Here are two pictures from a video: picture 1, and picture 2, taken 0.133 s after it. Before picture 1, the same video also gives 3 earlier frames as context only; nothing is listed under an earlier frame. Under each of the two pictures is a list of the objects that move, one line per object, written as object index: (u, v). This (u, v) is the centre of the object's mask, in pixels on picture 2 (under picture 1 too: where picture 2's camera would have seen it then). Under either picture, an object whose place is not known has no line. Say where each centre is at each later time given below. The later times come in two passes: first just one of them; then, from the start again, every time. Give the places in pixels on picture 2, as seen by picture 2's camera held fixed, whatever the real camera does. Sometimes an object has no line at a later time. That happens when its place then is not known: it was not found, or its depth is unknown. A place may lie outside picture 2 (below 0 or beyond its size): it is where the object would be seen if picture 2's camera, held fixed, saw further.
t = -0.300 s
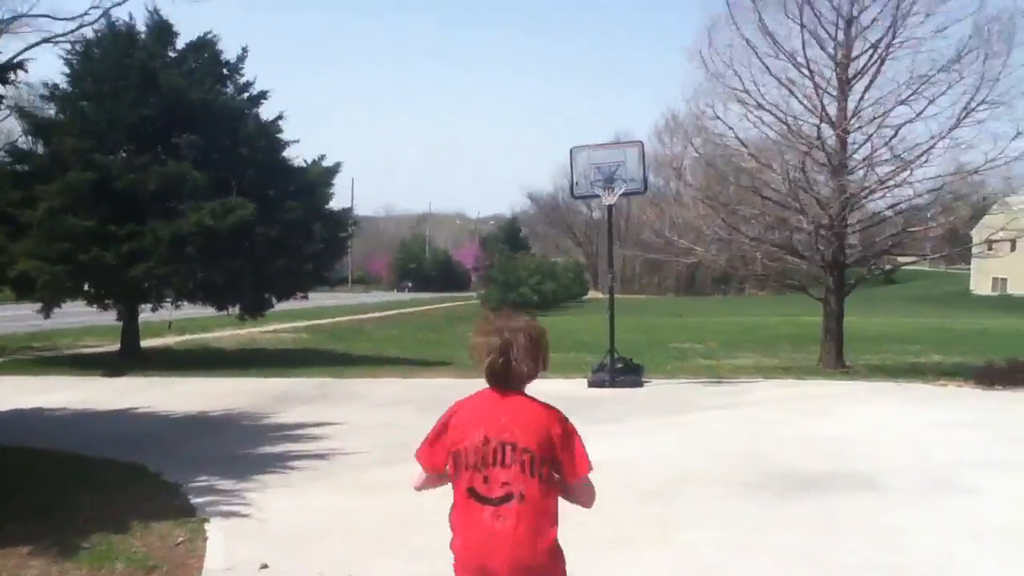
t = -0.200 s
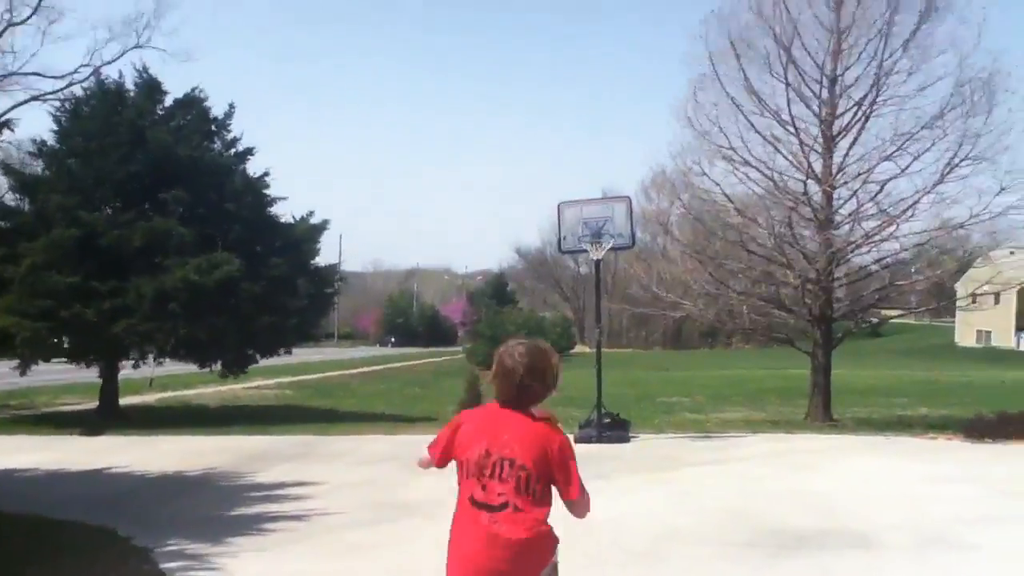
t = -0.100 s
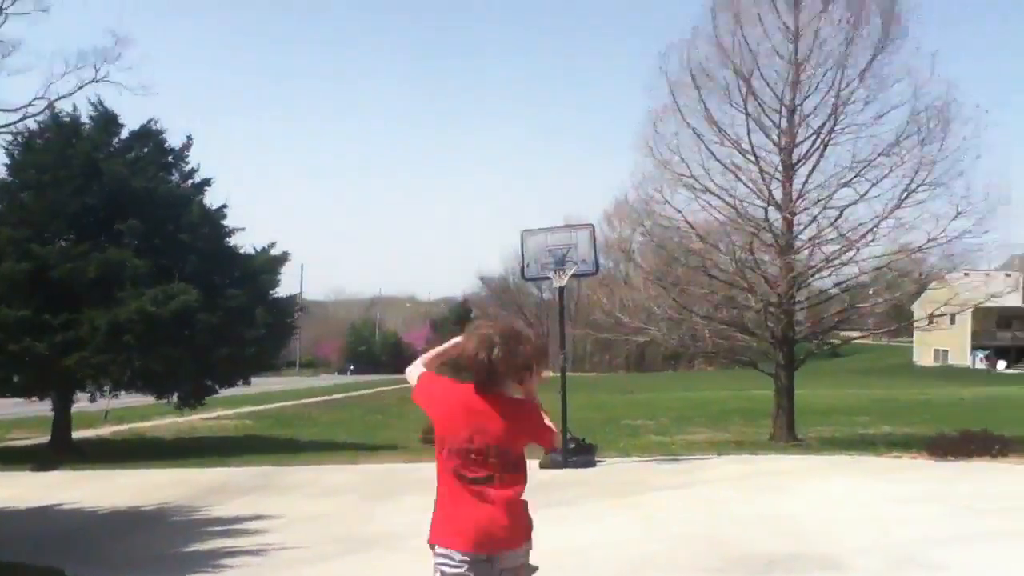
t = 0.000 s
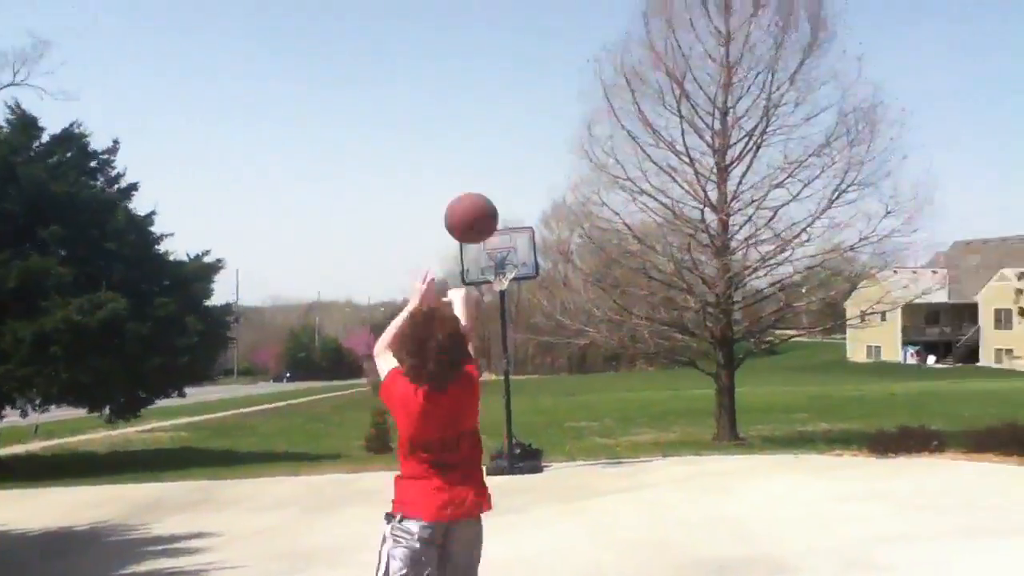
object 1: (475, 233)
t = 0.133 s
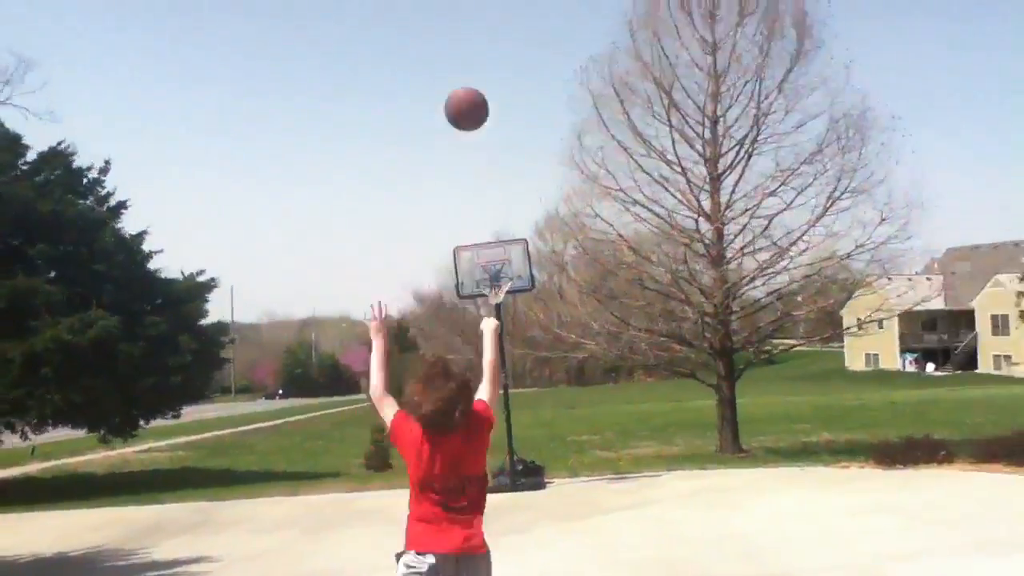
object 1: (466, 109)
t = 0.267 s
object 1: (474, 42)
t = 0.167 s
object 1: (468, 89)
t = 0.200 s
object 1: (471, 73)
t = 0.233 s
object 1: (472, 57)
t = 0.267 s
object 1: (474, 42)
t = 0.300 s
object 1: (470, 42)
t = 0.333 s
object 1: (471, 34)
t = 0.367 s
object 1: (476, 28)
